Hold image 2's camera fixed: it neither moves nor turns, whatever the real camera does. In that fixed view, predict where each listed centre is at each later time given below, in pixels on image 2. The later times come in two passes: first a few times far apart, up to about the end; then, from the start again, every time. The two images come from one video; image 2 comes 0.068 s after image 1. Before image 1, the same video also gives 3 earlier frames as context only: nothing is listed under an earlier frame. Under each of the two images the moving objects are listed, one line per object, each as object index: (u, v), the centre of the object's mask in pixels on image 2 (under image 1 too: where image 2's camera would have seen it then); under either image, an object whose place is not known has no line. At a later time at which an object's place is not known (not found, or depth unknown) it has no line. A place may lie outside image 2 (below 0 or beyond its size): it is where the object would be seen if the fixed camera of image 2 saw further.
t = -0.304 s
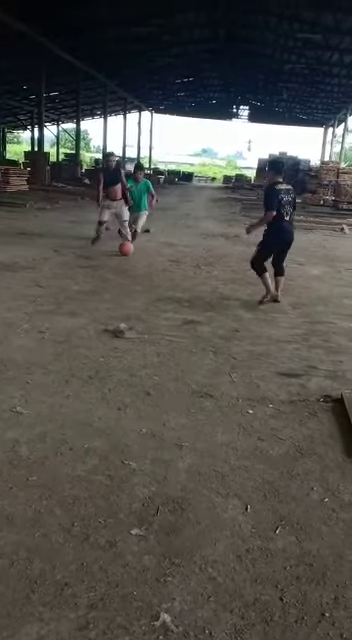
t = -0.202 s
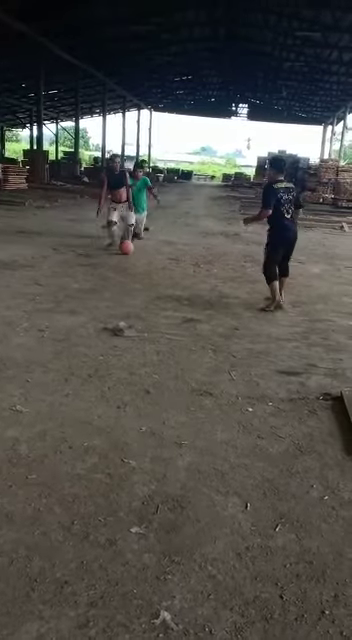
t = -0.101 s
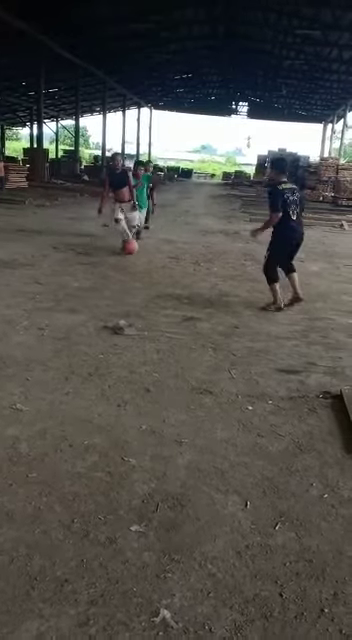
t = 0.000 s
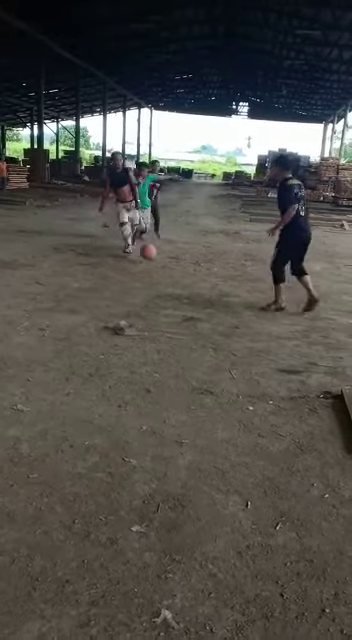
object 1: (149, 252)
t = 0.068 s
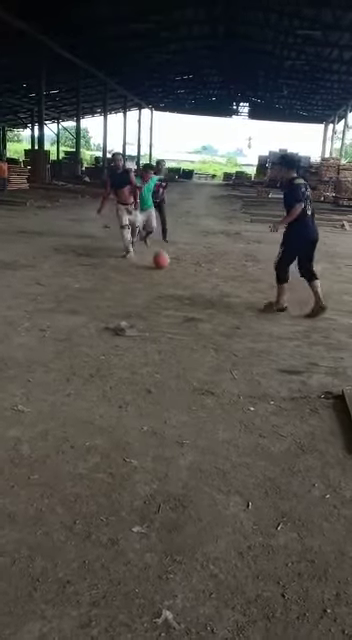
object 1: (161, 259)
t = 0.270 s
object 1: (197, 275)
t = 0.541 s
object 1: (241, 293)
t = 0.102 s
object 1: (167, 264)
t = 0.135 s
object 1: (173, 266)
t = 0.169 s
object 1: (179, 267)
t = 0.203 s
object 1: (185, 270)
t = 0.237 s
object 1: (191, 273)
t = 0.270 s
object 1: (197, 275)
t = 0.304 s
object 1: (202, 276)
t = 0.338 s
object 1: (208, 279)
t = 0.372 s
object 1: (214, 282)
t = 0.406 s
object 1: (219, 284)
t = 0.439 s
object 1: (225, 286)
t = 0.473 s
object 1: (230, 288)
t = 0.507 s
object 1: (236, 291)
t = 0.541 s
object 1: (241, 293)
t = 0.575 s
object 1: (248, 295)
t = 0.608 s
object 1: (254, 299)
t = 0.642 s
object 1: (260, 300)
